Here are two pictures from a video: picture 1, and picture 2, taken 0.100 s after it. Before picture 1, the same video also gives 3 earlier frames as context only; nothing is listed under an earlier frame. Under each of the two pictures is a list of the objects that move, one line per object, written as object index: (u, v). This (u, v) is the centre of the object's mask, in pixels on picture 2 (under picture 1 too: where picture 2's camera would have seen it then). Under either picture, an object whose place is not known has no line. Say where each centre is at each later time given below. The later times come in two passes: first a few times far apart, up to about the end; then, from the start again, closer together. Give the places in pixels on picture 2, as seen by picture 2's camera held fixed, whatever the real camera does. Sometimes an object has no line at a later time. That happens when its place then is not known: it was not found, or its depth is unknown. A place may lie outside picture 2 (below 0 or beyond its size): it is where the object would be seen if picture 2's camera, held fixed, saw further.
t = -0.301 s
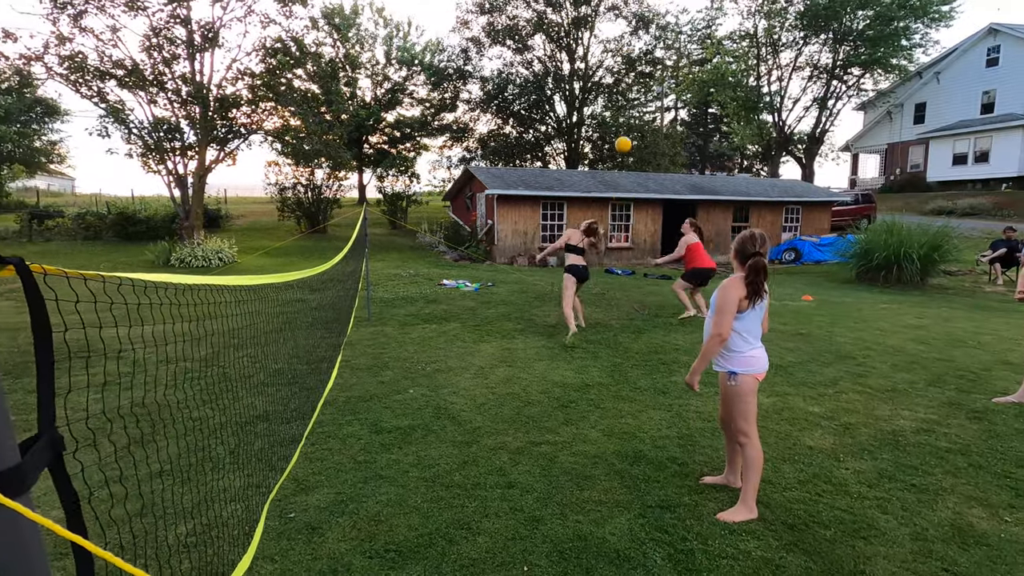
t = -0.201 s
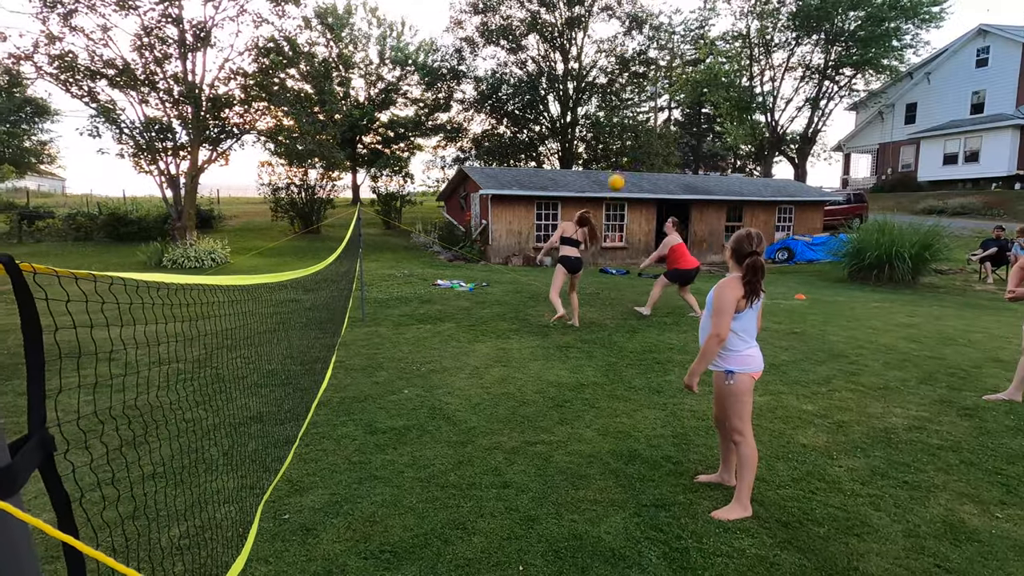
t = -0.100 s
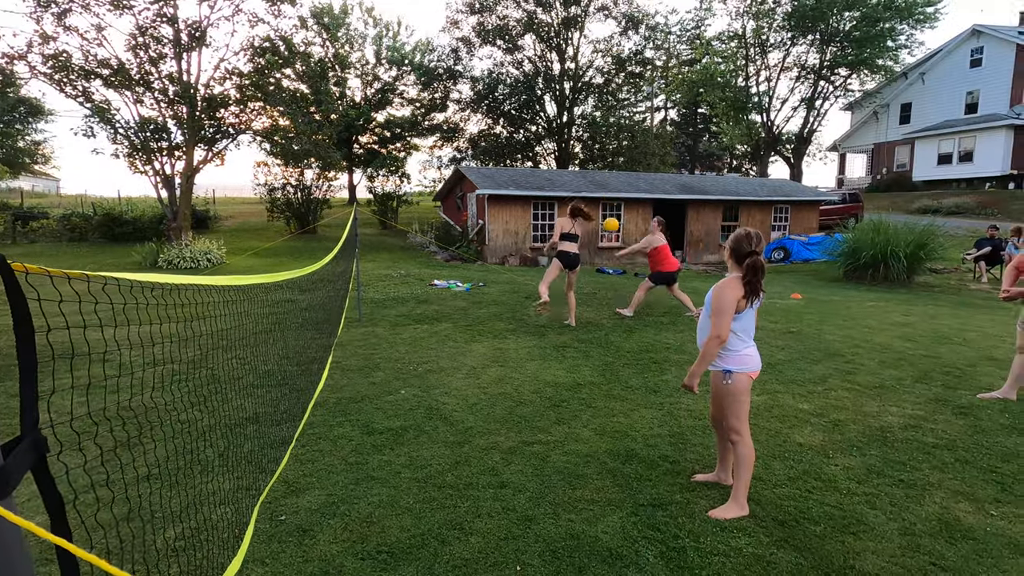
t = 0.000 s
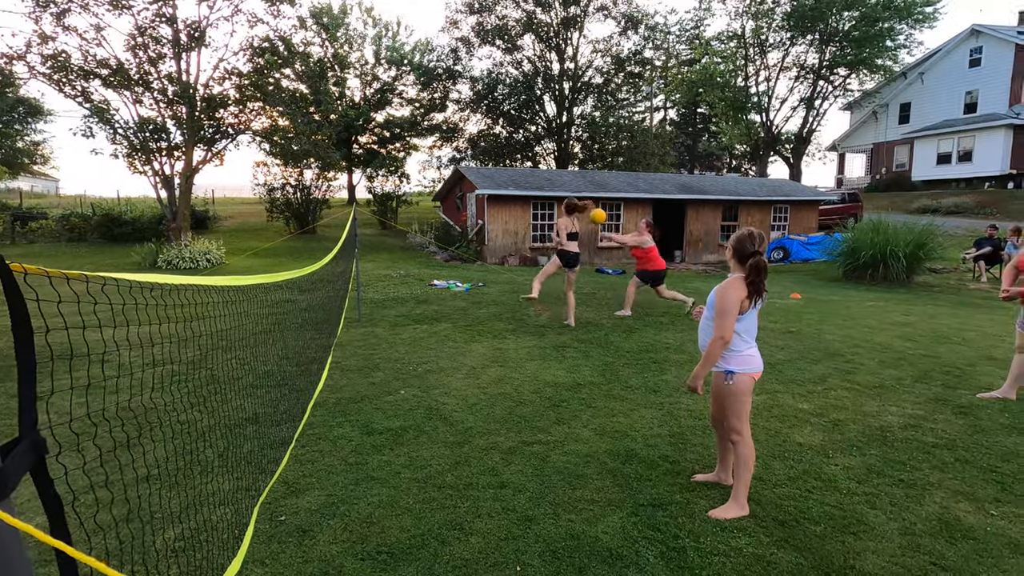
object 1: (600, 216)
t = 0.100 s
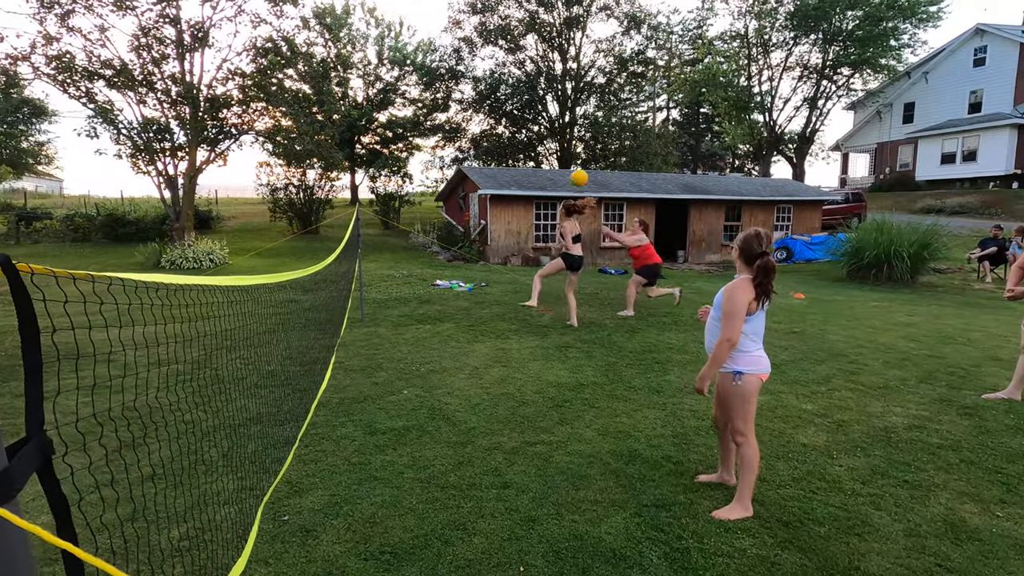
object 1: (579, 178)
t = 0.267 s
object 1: (537, 122)
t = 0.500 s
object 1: (462, 71)
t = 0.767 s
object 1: (346, 78)
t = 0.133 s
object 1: (571, 166)
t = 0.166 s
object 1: (563, 154)
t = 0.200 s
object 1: (555, 143)
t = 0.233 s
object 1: (546, 132)
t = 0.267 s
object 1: (537, 122)
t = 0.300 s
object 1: (528, 112)
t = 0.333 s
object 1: (518, 103)
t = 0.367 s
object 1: (508, 95)
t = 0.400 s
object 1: (497, 88)
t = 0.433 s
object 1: (486, 82)
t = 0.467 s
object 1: (475, 75)
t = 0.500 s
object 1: (462, 71)
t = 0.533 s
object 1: (449, 68)
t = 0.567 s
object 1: (437, 65)
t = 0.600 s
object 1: (423, 64)
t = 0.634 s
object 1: (409, 64)
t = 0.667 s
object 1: (394, 65)
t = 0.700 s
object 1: (379, 67)
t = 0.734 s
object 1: (363, 73)
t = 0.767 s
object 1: (346, 78)
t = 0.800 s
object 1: (329, 86)
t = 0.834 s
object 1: (309, 96)
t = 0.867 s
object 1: (290, 108)
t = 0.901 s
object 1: (271, 123)
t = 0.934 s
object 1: (250, 140)
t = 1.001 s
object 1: (205, 183)
